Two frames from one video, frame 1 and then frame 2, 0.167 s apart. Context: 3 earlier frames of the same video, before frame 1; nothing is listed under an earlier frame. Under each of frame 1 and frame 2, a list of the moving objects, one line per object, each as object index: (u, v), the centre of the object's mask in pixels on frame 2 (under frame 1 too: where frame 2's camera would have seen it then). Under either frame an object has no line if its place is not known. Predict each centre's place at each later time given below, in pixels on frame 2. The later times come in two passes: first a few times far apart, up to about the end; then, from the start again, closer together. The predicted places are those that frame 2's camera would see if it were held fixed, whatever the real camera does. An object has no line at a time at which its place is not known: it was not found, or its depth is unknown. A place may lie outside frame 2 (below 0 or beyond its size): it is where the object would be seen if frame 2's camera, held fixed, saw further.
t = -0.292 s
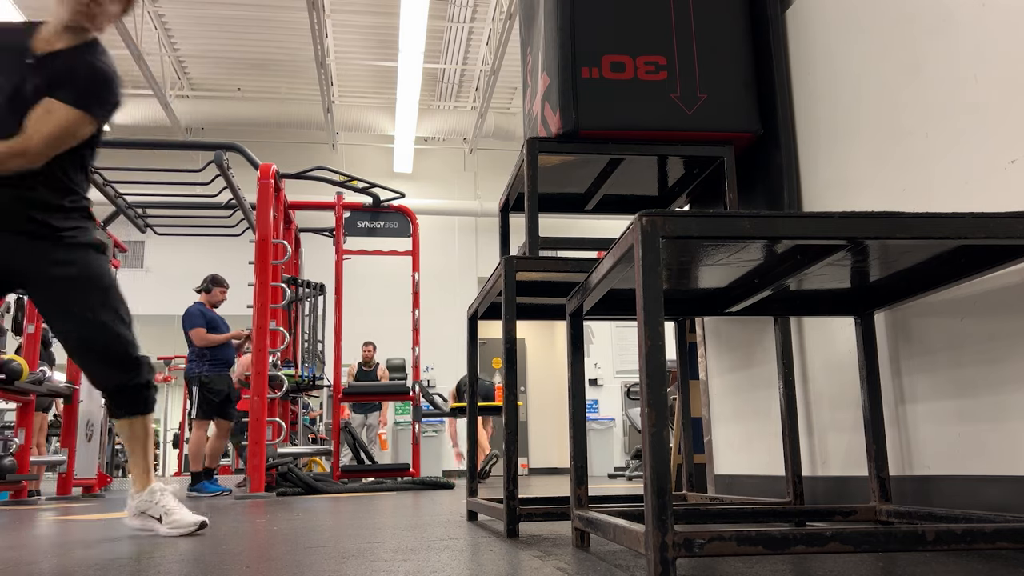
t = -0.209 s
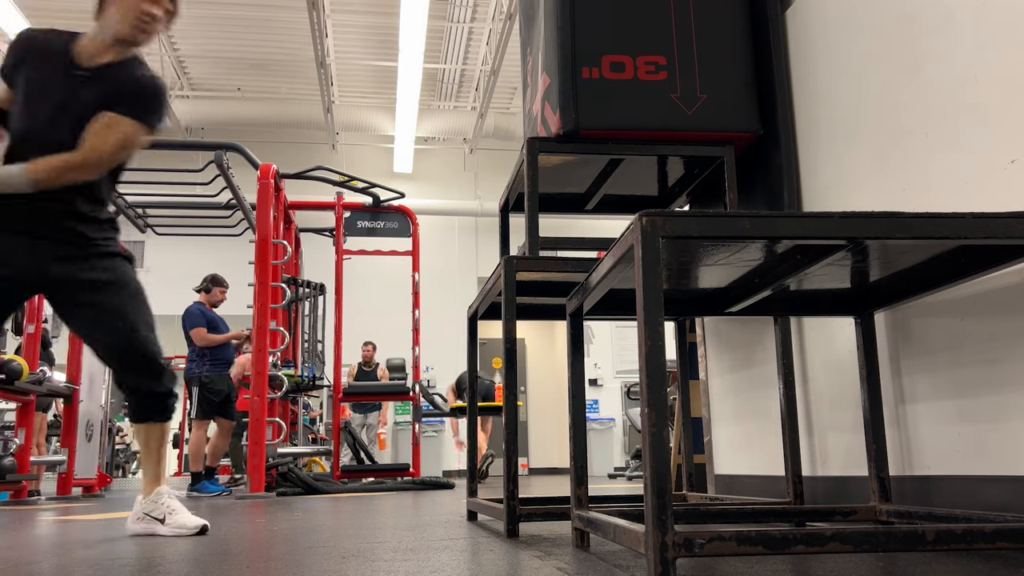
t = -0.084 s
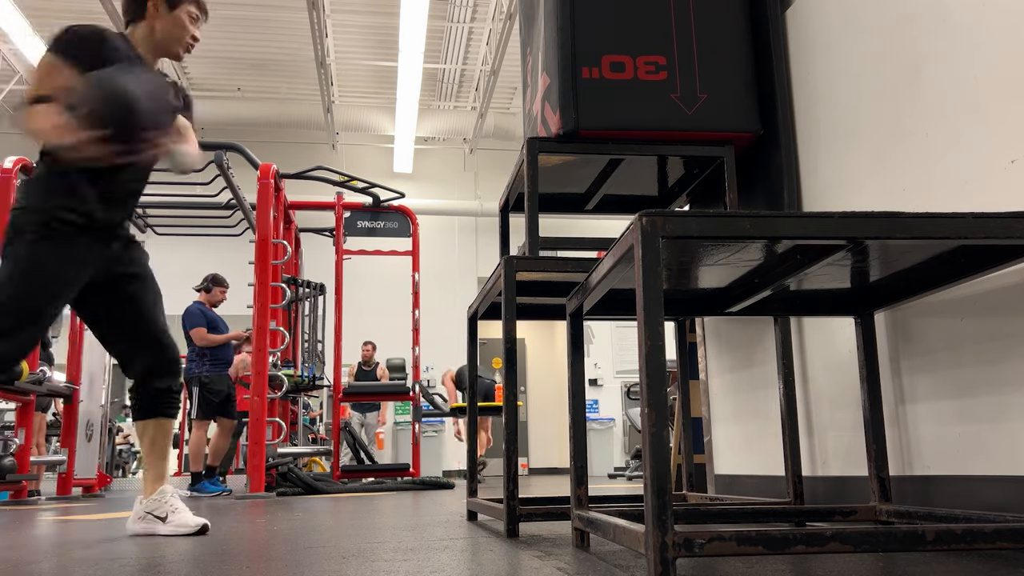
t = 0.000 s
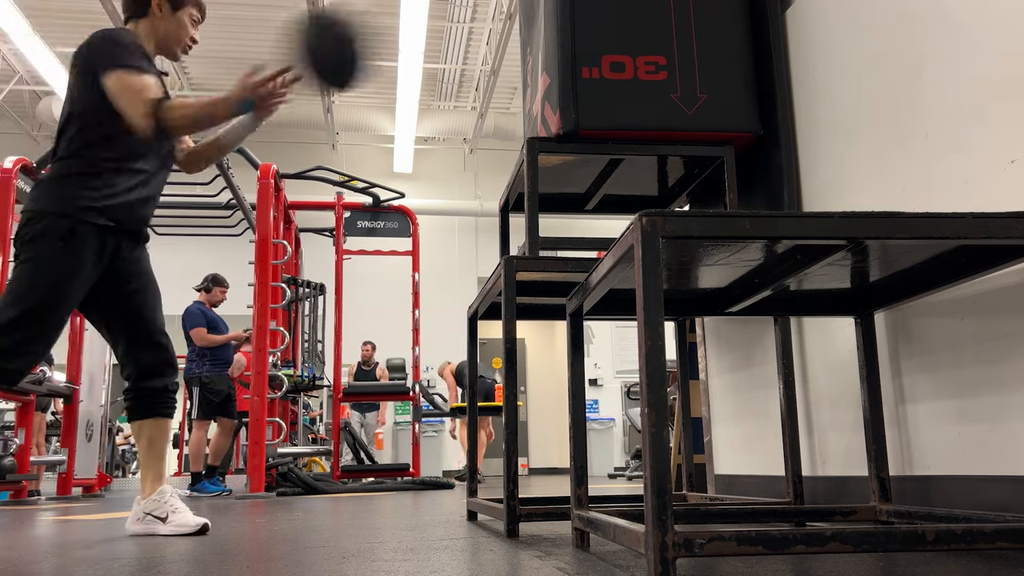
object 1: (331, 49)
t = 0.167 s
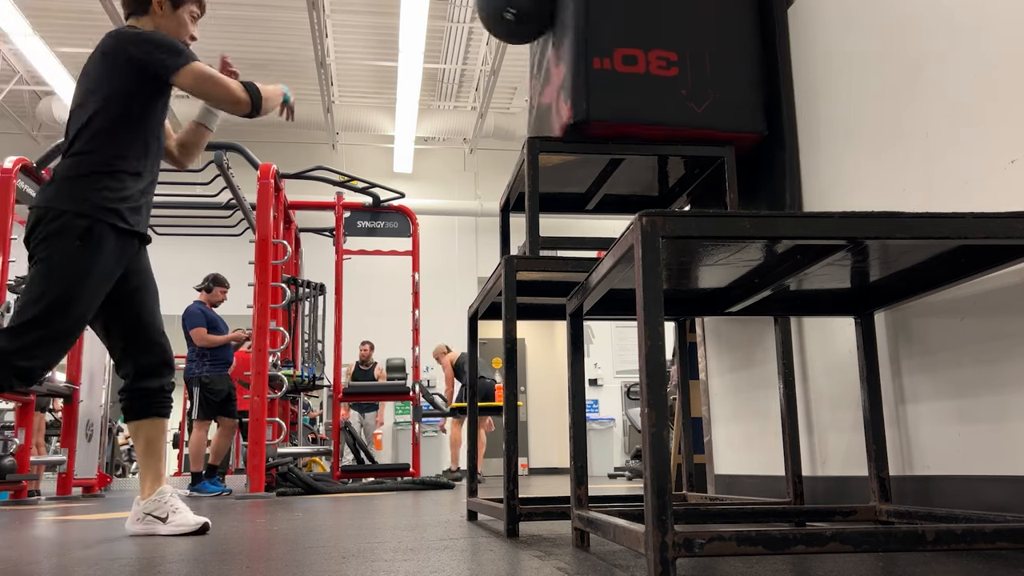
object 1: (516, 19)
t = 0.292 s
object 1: (491, 27)
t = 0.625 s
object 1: (428, 325)
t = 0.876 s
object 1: (393, 476)
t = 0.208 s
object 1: (509, 19)
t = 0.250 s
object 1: (500, 22)
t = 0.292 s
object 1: (491, 27)
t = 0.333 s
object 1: (482, 37)
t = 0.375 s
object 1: (475, 59)
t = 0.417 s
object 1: (466, 88)
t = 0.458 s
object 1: (459, 123)
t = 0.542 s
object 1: (445, 211)
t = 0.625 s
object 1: (428, 325)
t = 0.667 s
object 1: (421, 392)
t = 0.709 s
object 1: (413, 469)
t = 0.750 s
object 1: (406, 491)
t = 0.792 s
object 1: (402, 480)
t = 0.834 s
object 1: (398, 474)
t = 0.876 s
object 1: (393, 476)
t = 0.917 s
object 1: (389, 485)
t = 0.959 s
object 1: (387, 490)
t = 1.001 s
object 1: (388, 489)
